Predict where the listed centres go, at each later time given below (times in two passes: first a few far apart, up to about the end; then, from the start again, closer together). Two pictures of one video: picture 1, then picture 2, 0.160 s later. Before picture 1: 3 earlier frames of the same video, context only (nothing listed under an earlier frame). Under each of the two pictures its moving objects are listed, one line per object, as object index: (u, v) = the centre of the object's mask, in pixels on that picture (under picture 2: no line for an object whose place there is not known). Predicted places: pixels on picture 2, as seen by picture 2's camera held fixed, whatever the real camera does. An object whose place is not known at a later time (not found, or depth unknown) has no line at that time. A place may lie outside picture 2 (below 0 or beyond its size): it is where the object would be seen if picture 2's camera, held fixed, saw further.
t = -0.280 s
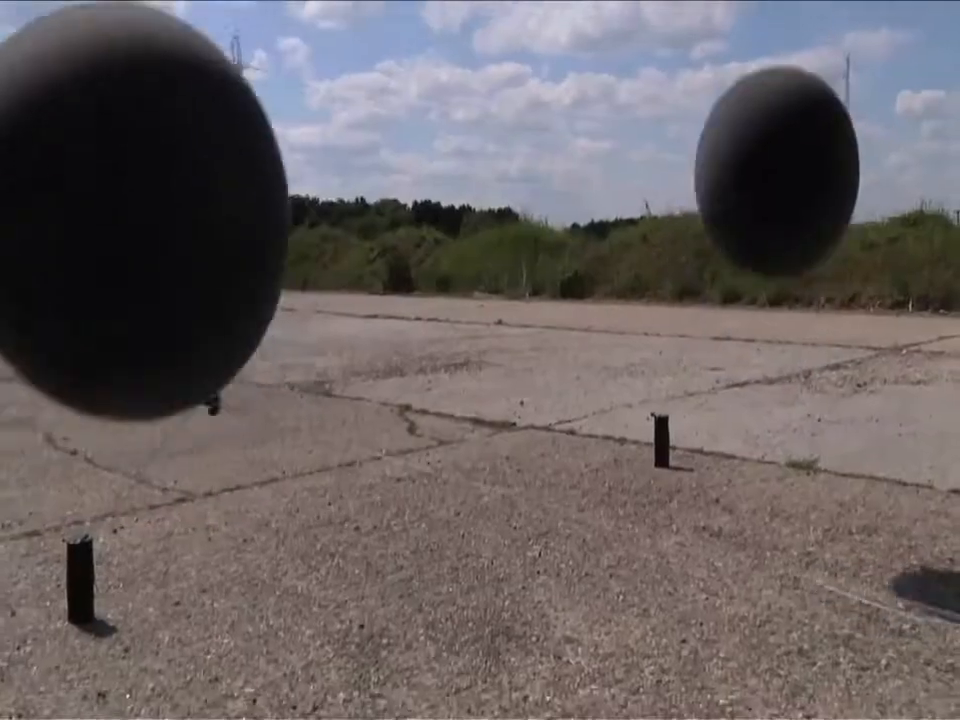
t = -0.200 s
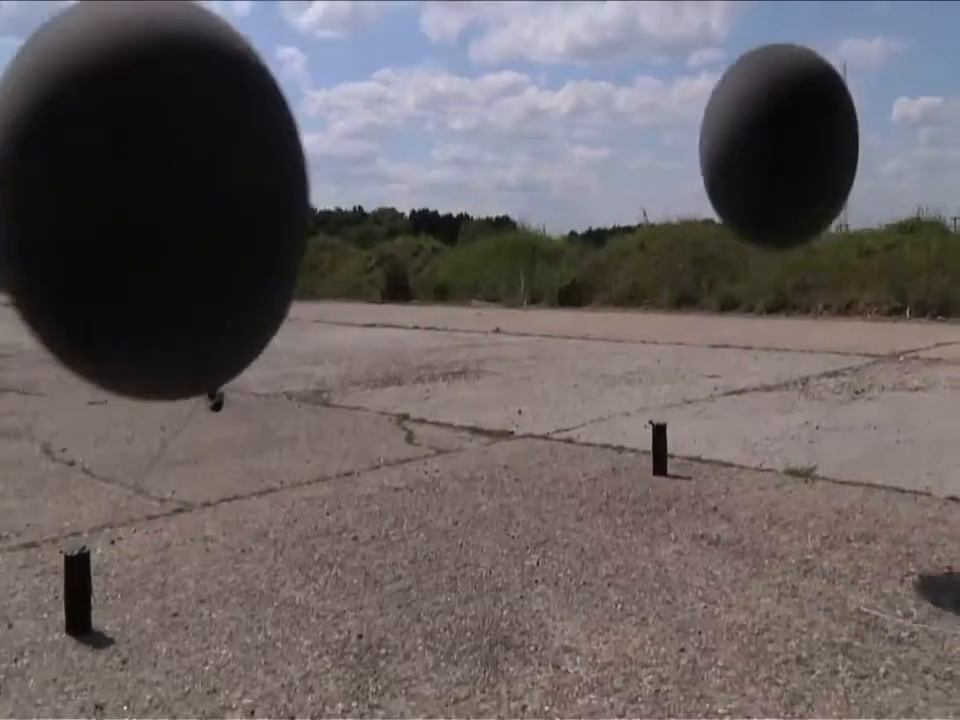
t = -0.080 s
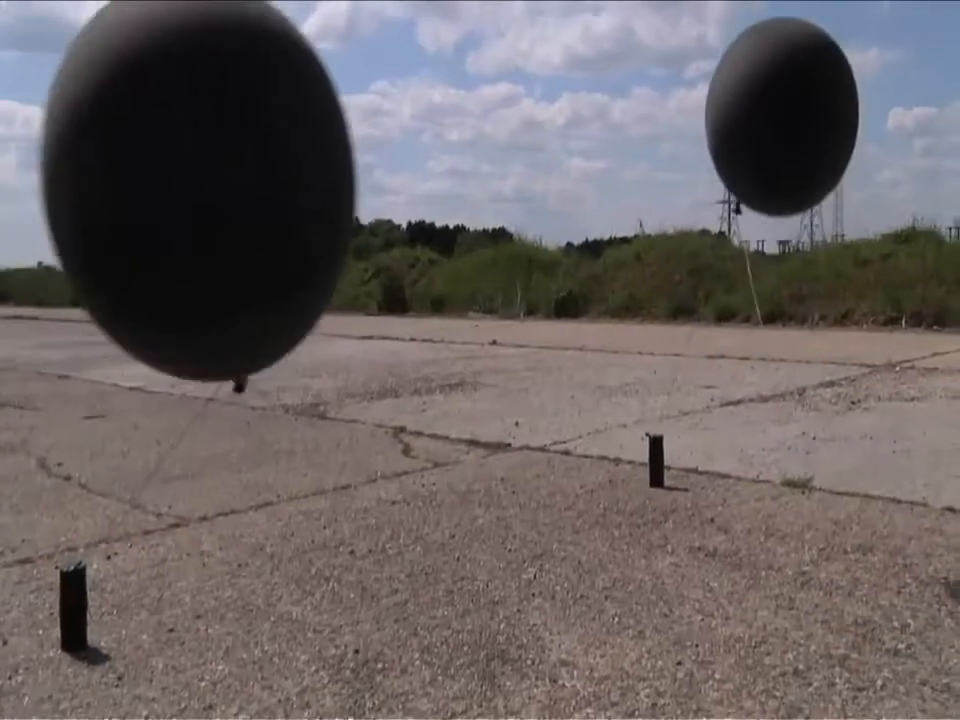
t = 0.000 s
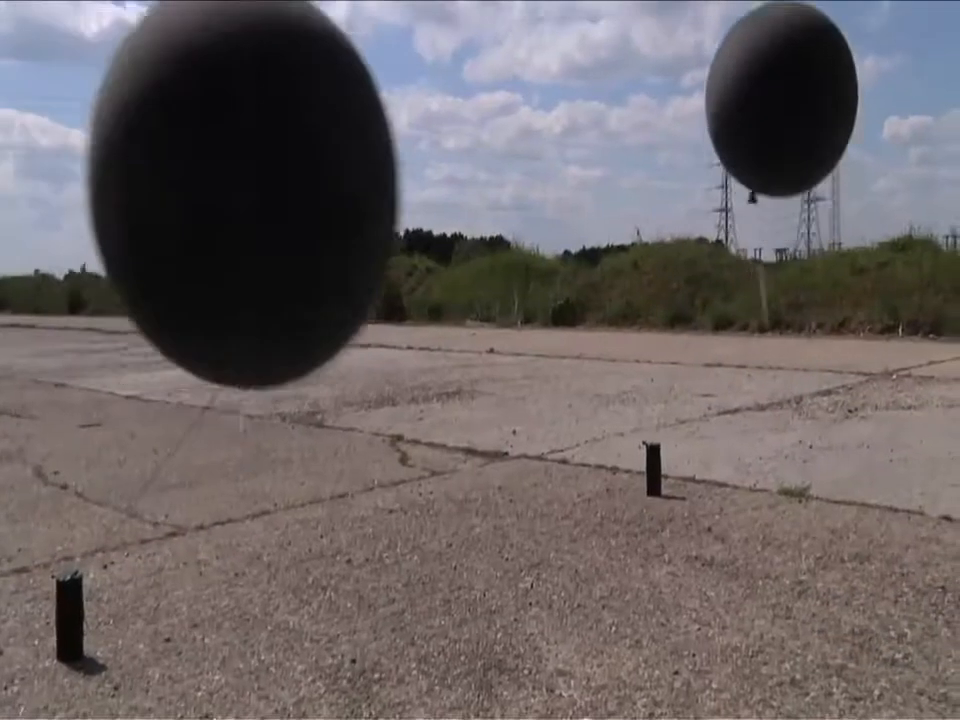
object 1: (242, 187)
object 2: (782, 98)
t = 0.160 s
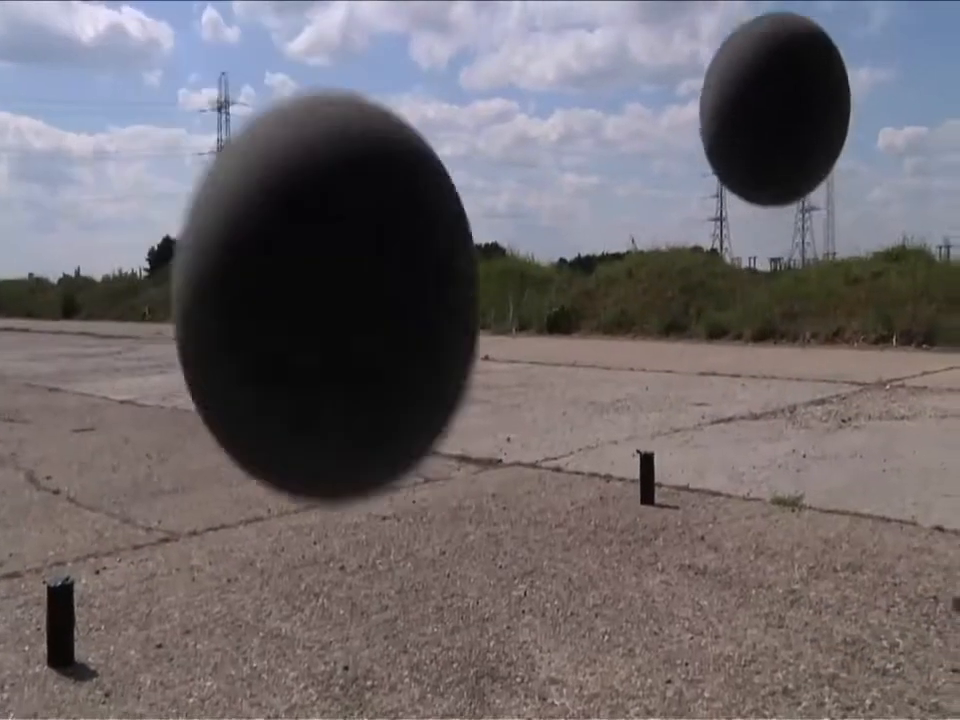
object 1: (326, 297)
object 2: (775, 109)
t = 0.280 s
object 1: (348, 363)
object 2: (797, 154)
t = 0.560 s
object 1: (248, 505)
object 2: (860, 321)
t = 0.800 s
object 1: (104, 584)
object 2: (833, 370)
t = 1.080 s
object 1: (70, 618)
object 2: (804, 383)
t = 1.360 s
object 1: (124, 530)
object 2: (707, 375)
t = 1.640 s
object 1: (289, 488)
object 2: (584, 437)
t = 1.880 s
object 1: (300, 567)
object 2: (539, 490)
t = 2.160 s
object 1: (139, 593)
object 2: (539, 368)
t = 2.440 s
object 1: (84, 409)
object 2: (616, 282)
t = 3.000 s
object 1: (373, 388)
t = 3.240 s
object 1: (405, 566)
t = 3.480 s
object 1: (354, 616)
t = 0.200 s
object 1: (339, 324)
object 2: (779, 121)
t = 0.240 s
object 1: (346, 345)
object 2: (786, 136)
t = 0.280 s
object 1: (348, 363)
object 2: (797, 154)
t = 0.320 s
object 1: (344, 380)
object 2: (808, 173)
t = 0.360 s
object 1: (334, 398)
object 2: (821, 193)
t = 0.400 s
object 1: (320, 417)
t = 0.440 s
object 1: (305, 438)
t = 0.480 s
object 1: (288, 460)
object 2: (858, 265)
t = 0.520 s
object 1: (268, 483)
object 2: (860, 296)
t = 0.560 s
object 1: (248, 505)
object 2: (860, 321)
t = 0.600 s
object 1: (223, 524)
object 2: (856, 340)
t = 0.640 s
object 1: (194, 540)
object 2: (852, 352)
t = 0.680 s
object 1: (163, 553)
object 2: (846, 359)
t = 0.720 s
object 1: (142, 561)
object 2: (841, 363)
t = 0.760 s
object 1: (122, 572)
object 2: (837, 366)
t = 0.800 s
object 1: (104, 584)
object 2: (833, 370)
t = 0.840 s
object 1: (87, 598)
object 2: (829, 373)
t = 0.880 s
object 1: (72, 613)
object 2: (825, 376)
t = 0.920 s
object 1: (63, 624)
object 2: (821, 380)
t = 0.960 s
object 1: (62, 630)
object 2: (817, 382)
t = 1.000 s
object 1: (64, 630)
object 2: (813, 383)
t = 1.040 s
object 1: (68, 625)
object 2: (808, 384)
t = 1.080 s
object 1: (70, 618)
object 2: (804, 383)
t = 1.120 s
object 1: (71, 608)
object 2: (798, 381)
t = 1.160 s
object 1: (73, 598)
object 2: (791, 379)
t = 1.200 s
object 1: (80, 585)
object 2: (779, 378)
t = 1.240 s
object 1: (88, 570)
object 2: (764, 377)
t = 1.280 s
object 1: (99, 557)
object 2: (745, 377)
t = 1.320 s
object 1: (111, 543)
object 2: (727, 376)
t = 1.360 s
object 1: (124, 530)
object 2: (707, 375)
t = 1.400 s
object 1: (141, 517)
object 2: (687, 377)
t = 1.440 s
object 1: (171, 504)
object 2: (666, 381)
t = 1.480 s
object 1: (202, 495)
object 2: (646, 388)
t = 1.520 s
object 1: (229, 487)
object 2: (628, 397)
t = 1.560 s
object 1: (253, 483)
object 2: (612, 409)
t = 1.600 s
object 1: (273, 484)
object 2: (597, 423)
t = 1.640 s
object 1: (289, 488)
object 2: (584, 437)
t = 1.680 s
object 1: (302, 497)
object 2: (573, 451)
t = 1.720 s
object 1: (310, 508)
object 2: (563, 465)
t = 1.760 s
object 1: (314, 520)
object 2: (555, 478)
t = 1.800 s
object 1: (315, 536)
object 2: (549, 493)
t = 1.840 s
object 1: (310, 550)
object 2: (544, 503)
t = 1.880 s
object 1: (300, 567)
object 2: (539, 490)
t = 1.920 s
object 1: (285, 584)
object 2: (535, 475)
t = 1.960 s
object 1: (266, 602)
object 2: (533, 461)
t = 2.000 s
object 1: (244, 620)
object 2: (532, 445)
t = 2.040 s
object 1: (219, 626)
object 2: (532, 428)
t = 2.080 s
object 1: (189, 617)
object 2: (533, 409)
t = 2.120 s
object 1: (160, 607)
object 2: (536, 389)
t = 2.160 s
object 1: (139, 593)
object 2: (539, 368)
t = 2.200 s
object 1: (122, 578)
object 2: (544, 347)
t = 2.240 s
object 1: (106, 560)
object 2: (552, 327)
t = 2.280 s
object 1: (93, 539)
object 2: (561, 311)
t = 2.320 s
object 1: (81, 507)
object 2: (572, 300)
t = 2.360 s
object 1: (78, 470)
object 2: (584, 291)
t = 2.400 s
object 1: (79, 438)
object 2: (599, 285)
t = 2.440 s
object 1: (84, 409)
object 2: (616, 282)
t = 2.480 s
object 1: (93, 383)
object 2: (635, 281)
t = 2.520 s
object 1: (104, 357)
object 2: (657, 281)
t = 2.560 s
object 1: (122, 333)
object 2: (680, 284)
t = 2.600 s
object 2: (703, 291)
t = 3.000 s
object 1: (373, 388)
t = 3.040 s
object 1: (388, 418)
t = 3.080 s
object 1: (398, 450)
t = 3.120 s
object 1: (404, 482)
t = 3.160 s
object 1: (407, 514)
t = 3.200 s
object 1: (407, 544)
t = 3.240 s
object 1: (405, 566)
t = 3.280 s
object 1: (400, 581)
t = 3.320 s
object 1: (394, 594)
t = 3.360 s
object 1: (385, 603)
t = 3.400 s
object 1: (375, 612)
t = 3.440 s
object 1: (364, 617)
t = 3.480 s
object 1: (354, 616)
